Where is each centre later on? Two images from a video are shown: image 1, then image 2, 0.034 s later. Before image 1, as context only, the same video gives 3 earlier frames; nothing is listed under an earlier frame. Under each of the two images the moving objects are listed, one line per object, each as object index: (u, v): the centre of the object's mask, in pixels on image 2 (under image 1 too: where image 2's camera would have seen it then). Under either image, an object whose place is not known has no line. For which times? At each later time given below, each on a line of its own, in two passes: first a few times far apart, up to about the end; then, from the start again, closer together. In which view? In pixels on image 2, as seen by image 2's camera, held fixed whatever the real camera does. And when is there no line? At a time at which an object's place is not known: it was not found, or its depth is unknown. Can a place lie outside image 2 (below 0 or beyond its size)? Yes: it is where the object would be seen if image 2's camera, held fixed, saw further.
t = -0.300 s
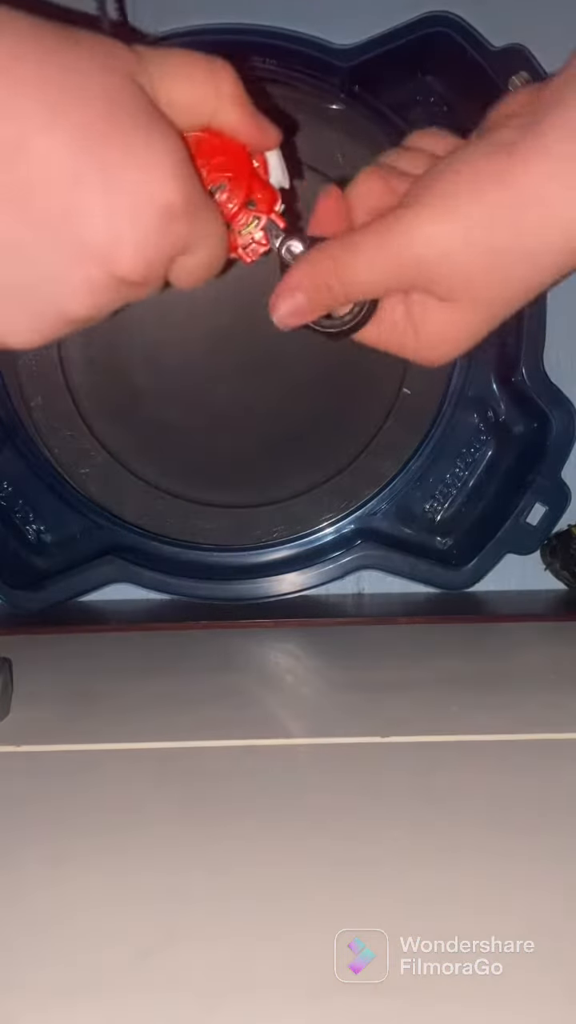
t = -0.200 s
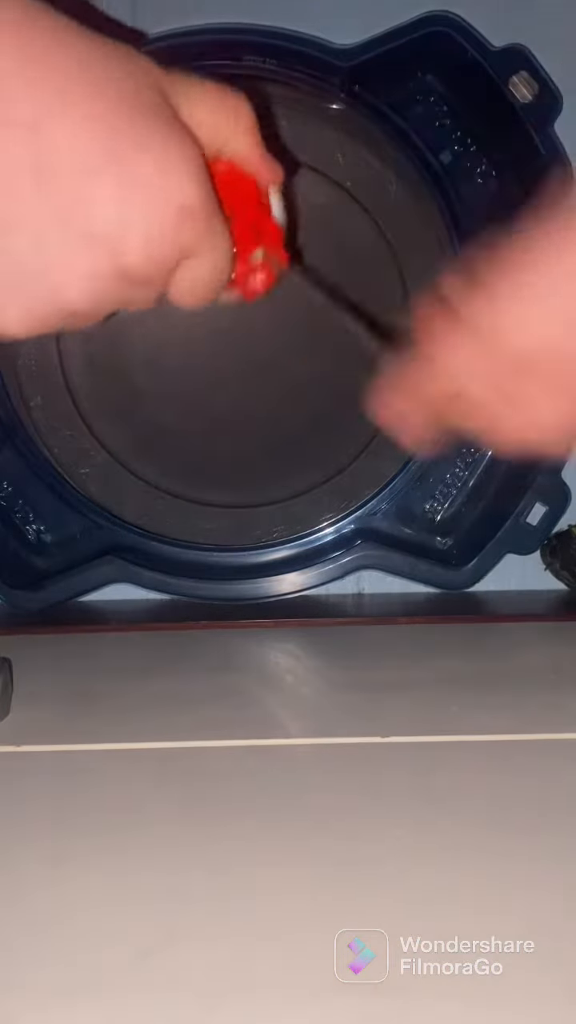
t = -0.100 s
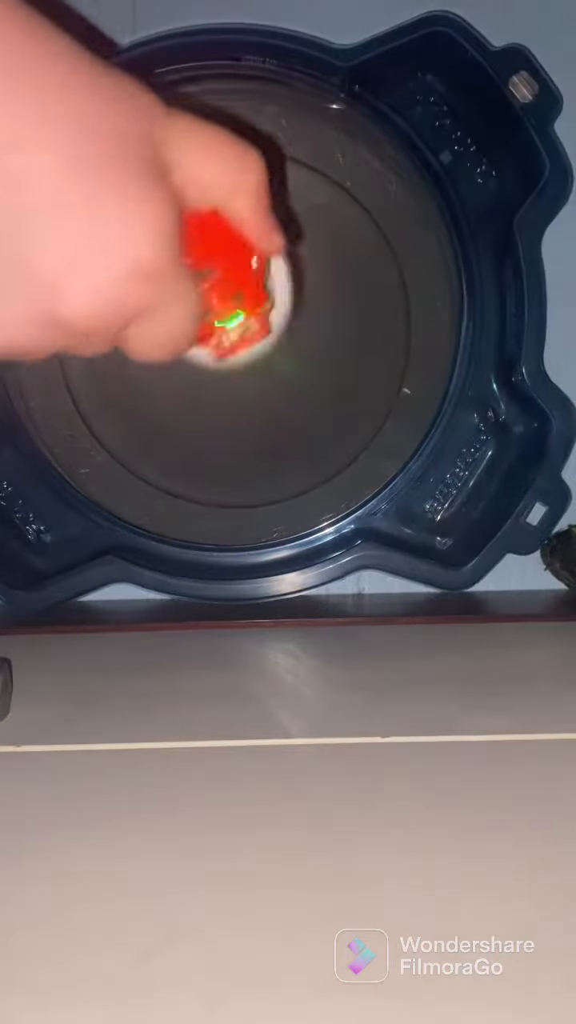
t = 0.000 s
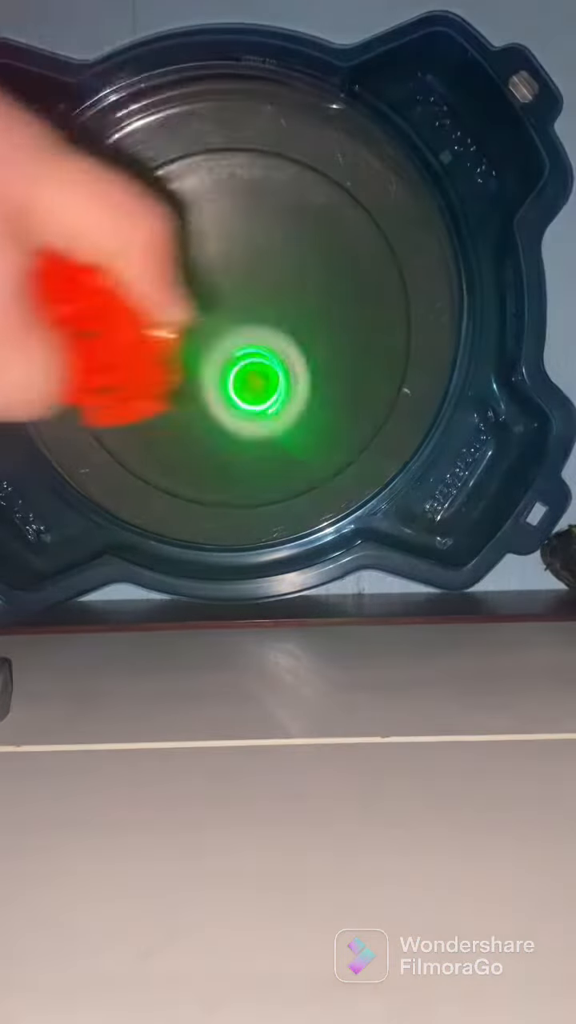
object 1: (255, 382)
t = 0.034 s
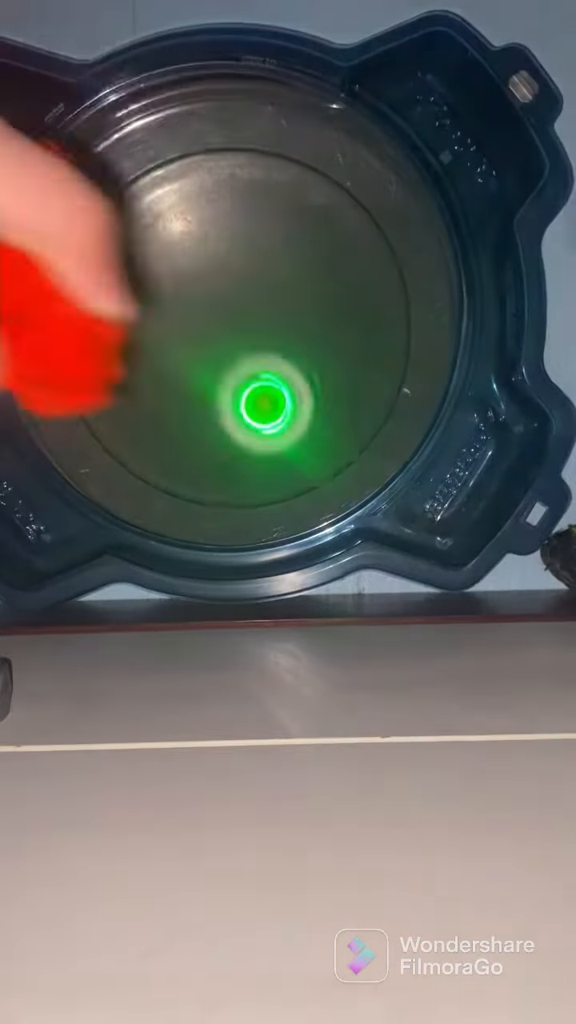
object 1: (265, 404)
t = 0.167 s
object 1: (271, 370)
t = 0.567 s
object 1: (200, 261)
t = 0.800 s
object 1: (155, 296)
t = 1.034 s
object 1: (177, 345)
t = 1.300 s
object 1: (239, 343)
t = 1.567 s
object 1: (260, 294)
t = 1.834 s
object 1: (240, 268)
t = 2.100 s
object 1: (220, 291)
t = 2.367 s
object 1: (235, 327)
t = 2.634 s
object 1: (264, 333)
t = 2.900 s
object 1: (272, 324)
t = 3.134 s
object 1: (261, 326)
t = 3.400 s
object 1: (246, 340)
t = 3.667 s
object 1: (242, 354)
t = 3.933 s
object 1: (242, 355)
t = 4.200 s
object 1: (232, 350)
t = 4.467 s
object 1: (217, 350)
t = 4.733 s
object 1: (212, 352)
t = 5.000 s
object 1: (214, 344)
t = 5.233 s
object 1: (213, 335)
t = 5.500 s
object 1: (213, 327)
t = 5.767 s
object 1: (216, 323)
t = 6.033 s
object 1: (223, 320)
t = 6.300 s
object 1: (232, 318)
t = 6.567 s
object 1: (236, 316)
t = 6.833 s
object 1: (238, 320)
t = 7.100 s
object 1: (241, 328)
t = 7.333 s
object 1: (243, 333)
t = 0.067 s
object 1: (273, 421)
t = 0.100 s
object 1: (274, 411)
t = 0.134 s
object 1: (272, 390)
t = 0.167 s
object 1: (271, 370)
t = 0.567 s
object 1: (200, 261)
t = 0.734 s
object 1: (162, 281)
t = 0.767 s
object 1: (158, 288)
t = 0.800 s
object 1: (155, 296)
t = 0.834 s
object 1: (155, 304)
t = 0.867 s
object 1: (156, 312)
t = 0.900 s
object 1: (158, 319)
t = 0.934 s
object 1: (161, 327)
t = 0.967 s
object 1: (165, 334)
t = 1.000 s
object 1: (171, 340)
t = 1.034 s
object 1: (177, 345)
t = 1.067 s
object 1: (185, 349)
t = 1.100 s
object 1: (193, 352)
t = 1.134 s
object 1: (201, 353)
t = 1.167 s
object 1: (209, 354)
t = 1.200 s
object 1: (218, 353)
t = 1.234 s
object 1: (226, 351)
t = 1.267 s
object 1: (233, 347)
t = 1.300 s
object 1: (239, 343)
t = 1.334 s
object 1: (245, 339)
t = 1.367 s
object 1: (250, 332)
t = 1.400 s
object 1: (254, 326)
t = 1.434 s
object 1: (257, 320)
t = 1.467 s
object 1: (259, 312)
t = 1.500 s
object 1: (260, 305)
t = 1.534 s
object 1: (260, 299)
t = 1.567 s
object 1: (260, 294)
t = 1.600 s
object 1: (258, 288)
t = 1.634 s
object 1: (256, 283)
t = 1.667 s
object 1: (255, 278)
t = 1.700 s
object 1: (252, 274)
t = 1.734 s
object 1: (249, 272)
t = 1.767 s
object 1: (246, 270)
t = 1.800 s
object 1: (242, 268)
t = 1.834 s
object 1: (240, 268)
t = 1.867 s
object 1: (235, 269)
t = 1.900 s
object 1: (232, 270)
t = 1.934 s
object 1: (229, 272)
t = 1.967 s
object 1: (226, 275)
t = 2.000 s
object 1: (224, 278)
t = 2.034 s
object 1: (222, 282)
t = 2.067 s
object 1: (221, 287)
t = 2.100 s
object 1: (220, 291)
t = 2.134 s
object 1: (220, 296)
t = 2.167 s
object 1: (220, 301)
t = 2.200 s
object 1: (221, 306)
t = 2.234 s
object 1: (223, 311)
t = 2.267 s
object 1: (225, 316)
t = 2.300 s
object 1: (228, 320)
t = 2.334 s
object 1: (231, 324)
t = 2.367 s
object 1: (235, 327)
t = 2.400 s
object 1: (239, 330)
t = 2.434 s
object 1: (243, 332)
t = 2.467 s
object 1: (247, 334)
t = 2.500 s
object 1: (251, 334)
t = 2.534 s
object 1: (255, 335)
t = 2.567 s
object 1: (258, 334)
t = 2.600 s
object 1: (261, 334)
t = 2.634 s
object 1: (264, 333)
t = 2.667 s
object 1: (267, 332)
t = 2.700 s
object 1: (269, 331)
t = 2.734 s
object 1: (270, 330)
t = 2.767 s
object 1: (271, 328)
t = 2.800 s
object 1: (273, 327)
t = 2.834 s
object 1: (272, 326)
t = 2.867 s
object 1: (272, 325)
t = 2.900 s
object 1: (272, 324)
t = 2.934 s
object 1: (271, 323)
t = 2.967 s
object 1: (270, 323)
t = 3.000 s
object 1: (268, 323)
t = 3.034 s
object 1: (267, 324)
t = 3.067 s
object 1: (265, 324)
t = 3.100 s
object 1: (263, 325)
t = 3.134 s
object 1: (261, 326)
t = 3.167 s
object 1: (259, 327)
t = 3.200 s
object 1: (257, 329)
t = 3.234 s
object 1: (254, 330)
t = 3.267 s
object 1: (252, 332)
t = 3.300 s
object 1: (250, 334)
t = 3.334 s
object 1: (249, 336)
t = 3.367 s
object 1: (247, 338)
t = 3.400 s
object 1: (246, 340)
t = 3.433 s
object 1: (244, 342)
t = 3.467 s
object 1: (244, 343)
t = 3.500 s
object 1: (243, 346)
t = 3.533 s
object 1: (243, 348)
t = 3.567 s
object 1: (242, 349)
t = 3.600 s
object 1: (242, 351)
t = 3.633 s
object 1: (242, 353)
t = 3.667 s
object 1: (242, 354)
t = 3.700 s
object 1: (243, 355)
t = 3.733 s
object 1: (243, 356)
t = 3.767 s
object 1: (243, 356)
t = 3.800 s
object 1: (243, 356)
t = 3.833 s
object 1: (243, 356)
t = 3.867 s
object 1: (243, 356)
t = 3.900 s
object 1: (242, 356)
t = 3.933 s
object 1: (242, 355)
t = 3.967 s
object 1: (241, 355)
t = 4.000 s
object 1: (240, 354)
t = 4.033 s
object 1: (239, 354)
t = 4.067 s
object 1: (238, 353)
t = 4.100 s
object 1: (237, 352)
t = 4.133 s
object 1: (235, 352)
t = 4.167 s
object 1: (234, 351)
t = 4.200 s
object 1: (232, 350)
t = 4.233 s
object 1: (230, 350)
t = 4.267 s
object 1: (228, 349)
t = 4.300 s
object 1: (225, 349)
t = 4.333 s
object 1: (223, 349)
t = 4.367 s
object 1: (222, 349)
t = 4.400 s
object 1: (220, 349)
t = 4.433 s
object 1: (218, 349)
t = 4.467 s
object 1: (217, 350)
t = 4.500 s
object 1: (216, 350)
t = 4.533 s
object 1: (215, 351)
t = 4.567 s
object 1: (214, 351)
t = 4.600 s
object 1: (213, 351)
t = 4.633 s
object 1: (213, 352)
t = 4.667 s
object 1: (213, 352)
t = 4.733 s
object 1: (212, 352)
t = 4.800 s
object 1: (213, 350)
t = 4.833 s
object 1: (213, 350)
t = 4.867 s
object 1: (213, 349)
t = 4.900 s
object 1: (213, 348)
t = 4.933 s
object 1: (214, 346)
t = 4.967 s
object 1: (214, 345)
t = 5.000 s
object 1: (214, 344)
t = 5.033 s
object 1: (214, 343)
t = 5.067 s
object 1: (214, 341)
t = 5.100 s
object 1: (214, 340)
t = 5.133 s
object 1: (214, 339)
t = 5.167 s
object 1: (214, 338)
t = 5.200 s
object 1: (214, 336)
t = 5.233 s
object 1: (213, 335)
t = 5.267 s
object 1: (213, 334)
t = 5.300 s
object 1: (213, 333)
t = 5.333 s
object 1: (213, 331)
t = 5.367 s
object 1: (213, 330)
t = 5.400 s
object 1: (213, 329)
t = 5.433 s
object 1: (213, 328)
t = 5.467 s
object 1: (213, 328)
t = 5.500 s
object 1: (213, 327)
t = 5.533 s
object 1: (213, 326)
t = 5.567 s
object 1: (214, 325)
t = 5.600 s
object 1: (214, 325)
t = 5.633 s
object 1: (214, 324)
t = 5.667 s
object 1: (215, 324)
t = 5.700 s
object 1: (215, 323)
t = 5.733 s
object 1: (216, 323)
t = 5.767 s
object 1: (216, 323)
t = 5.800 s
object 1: (217, 322)
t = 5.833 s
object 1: (217, 322)
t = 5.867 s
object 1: (218, 322)
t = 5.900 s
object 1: (219, 321)
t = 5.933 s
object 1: (220, 321)
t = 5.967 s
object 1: (221, 320)
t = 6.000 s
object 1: (222, 320)
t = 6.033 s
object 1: (223, 320)
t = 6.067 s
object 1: (224, 320)
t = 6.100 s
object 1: (225, 319)
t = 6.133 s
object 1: (226, 319)
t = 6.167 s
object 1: (227, 319)
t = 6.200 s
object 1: (228, 319)
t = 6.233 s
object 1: (229, 319)
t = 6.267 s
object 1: (231, 318)
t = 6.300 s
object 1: (232, 318)
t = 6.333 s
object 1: (233, 317)
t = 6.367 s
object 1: (234, 317)
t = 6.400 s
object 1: (235, 317)
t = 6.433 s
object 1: (235, 316)
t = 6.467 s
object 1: (236, 316)
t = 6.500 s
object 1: (236, 316)
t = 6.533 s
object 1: (236, 316)
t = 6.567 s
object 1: (236, 316)
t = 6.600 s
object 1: (236, 316)
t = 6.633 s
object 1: (237, 316)
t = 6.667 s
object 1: (237, 317)
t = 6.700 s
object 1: (237, 317)
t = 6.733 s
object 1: (237, 318)
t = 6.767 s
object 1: (237, 319)
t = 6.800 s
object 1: (238, 319)
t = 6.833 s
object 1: (238, 320)
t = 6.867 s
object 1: (238, 321)
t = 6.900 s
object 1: (239, 322)
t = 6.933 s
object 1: (239, 323)
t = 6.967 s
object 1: (239, 324)
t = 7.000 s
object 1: (239, 325)
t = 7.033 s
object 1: (240, 326)
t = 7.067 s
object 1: (240, 327)
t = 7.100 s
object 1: (241, 328)
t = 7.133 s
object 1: (241, 329)
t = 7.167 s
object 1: (241, 330)
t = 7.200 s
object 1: (242, 331)
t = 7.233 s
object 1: (242, 331)
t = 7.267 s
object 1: (243, 332)
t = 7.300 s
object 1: (243, 333)
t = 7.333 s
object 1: (243, 333)
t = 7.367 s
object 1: (244, 334)
